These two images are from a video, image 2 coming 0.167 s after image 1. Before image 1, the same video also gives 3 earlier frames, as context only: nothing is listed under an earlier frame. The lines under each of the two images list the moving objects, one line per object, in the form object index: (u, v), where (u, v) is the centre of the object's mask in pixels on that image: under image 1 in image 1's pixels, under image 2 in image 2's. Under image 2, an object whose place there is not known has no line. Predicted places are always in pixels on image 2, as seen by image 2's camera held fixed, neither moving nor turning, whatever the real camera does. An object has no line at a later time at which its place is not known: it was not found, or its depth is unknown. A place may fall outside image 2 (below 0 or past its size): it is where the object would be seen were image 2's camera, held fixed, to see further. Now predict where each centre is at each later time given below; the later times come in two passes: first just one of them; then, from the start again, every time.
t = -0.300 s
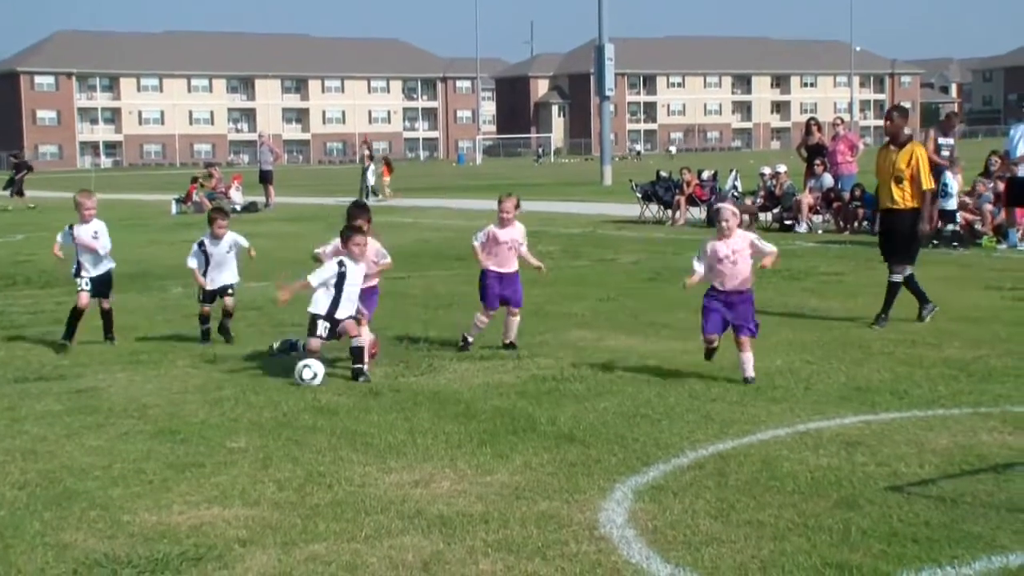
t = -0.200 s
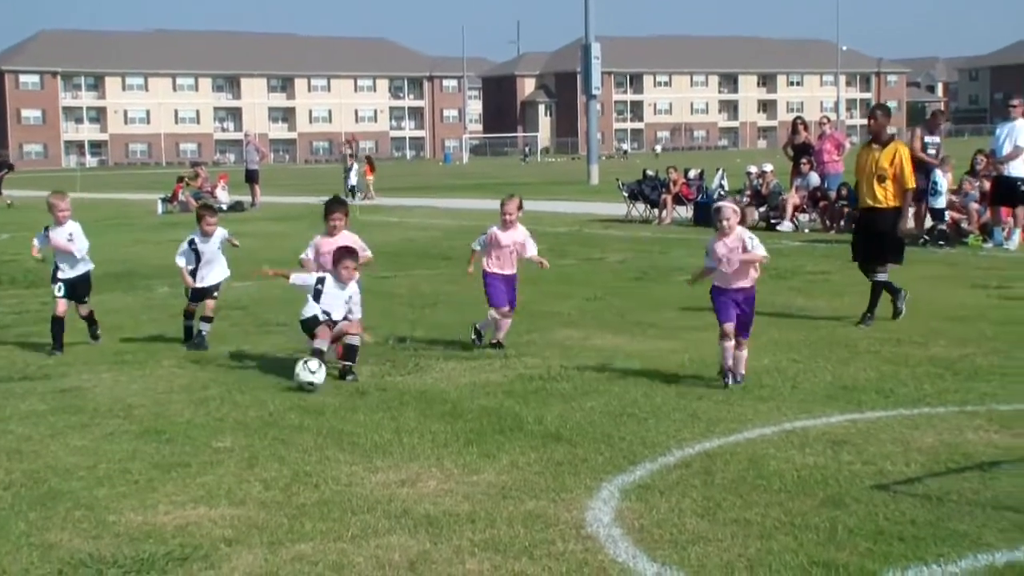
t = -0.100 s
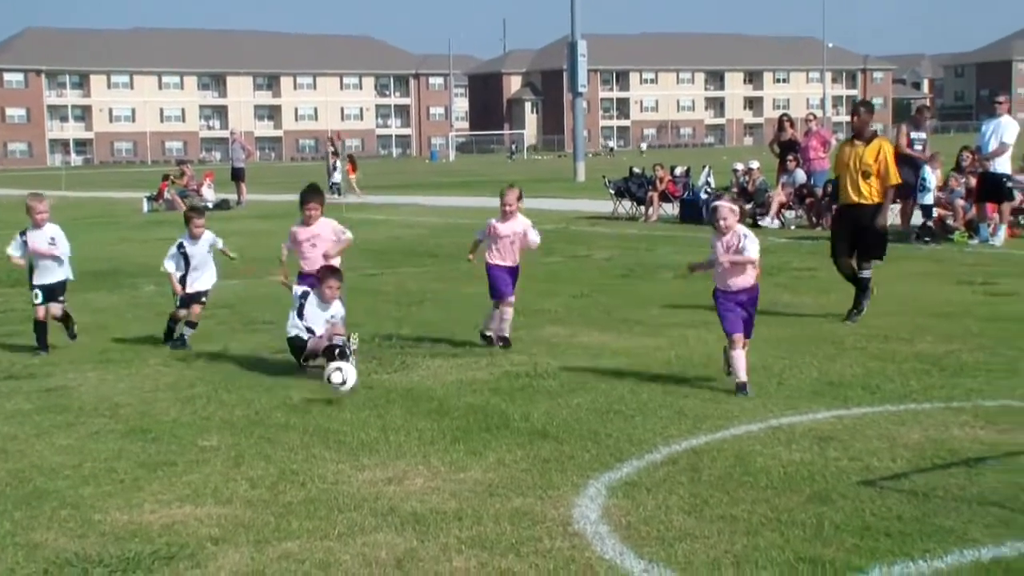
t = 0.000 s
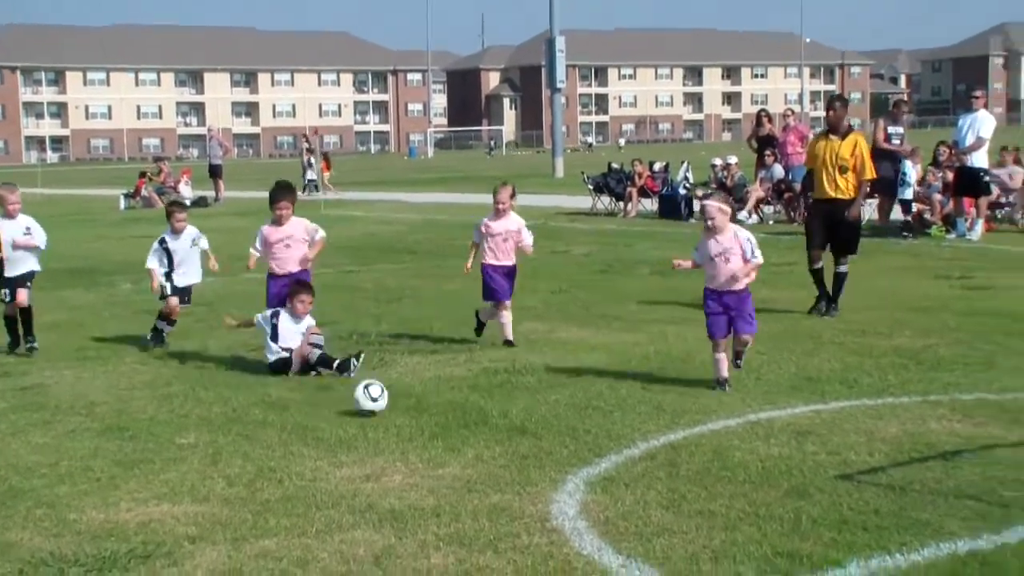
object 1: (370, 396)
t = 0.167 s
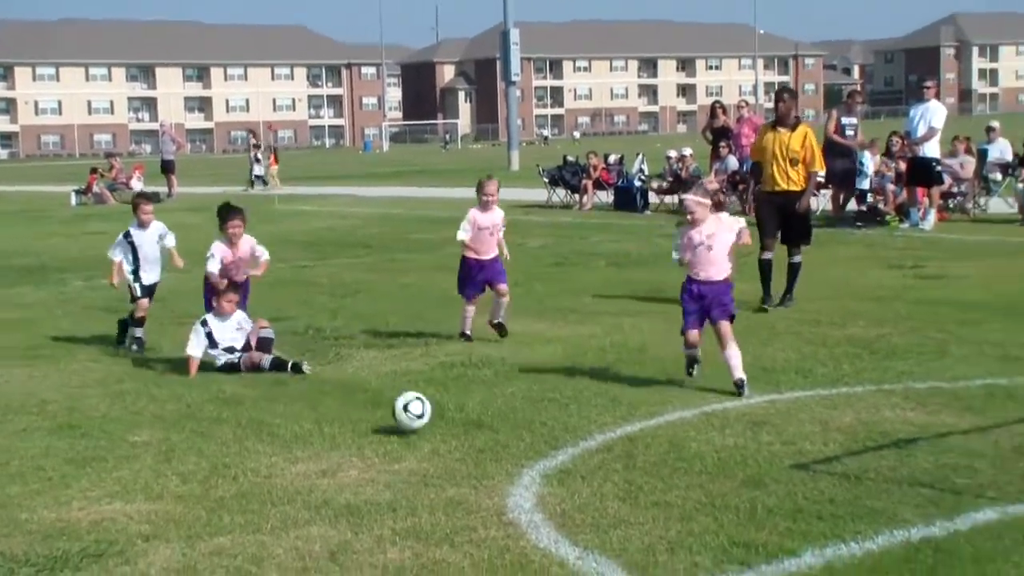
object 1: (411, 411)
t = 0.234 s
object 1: (448, 425)
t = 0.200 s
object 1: (430, 417)
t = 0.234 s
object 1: (448, 425)
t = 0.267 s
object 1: (468, 435)
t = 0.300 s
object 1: (487, 439)
